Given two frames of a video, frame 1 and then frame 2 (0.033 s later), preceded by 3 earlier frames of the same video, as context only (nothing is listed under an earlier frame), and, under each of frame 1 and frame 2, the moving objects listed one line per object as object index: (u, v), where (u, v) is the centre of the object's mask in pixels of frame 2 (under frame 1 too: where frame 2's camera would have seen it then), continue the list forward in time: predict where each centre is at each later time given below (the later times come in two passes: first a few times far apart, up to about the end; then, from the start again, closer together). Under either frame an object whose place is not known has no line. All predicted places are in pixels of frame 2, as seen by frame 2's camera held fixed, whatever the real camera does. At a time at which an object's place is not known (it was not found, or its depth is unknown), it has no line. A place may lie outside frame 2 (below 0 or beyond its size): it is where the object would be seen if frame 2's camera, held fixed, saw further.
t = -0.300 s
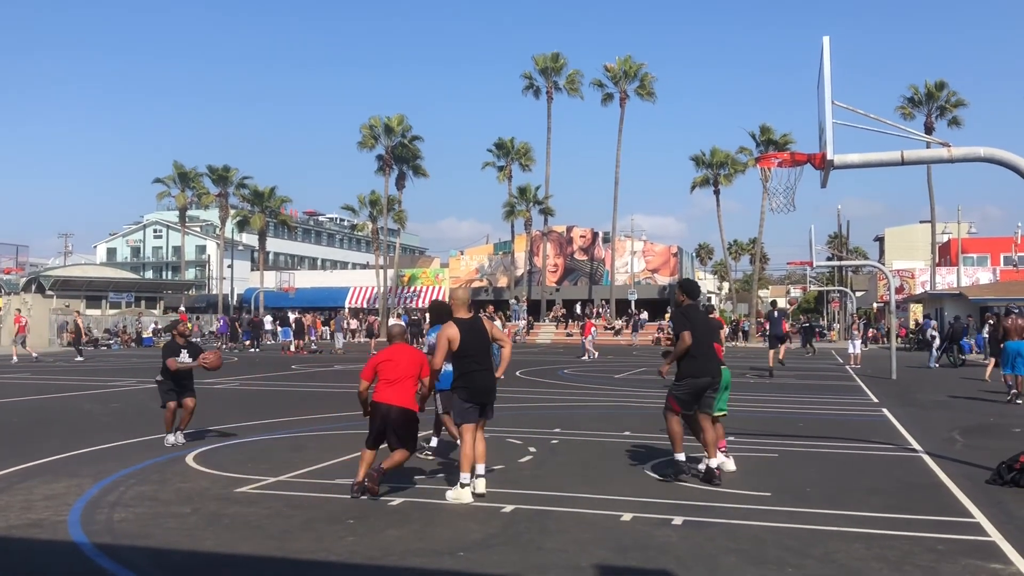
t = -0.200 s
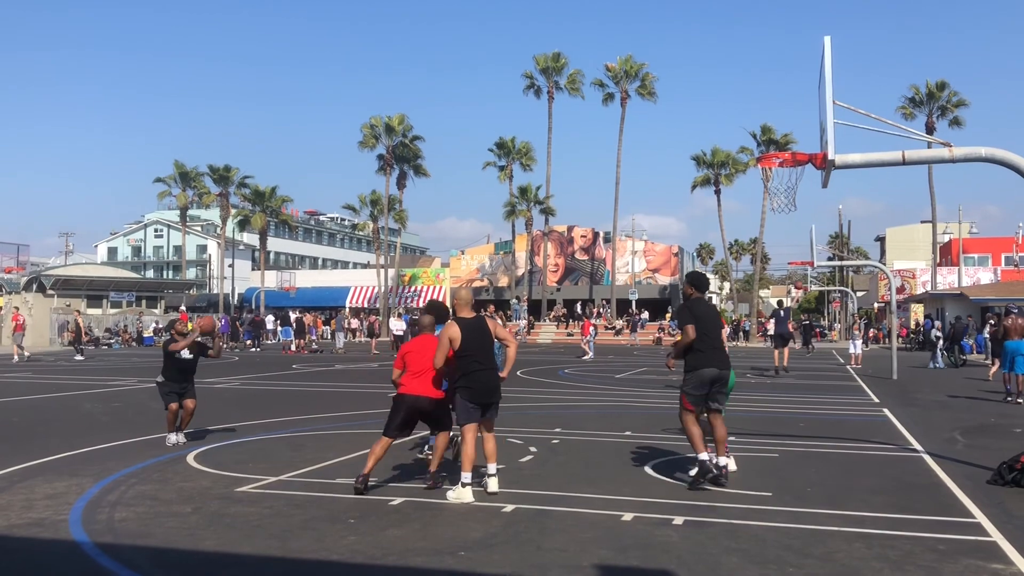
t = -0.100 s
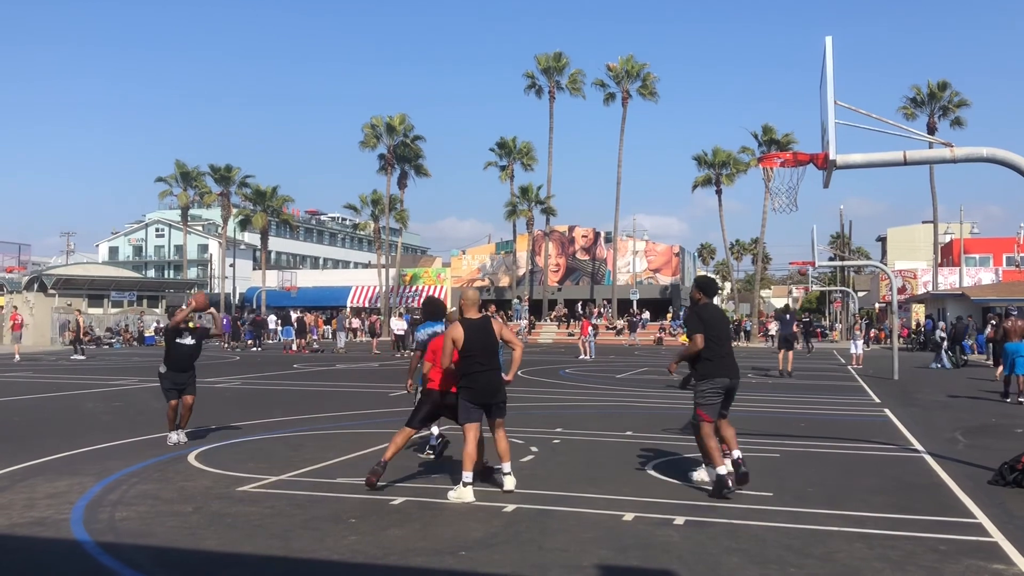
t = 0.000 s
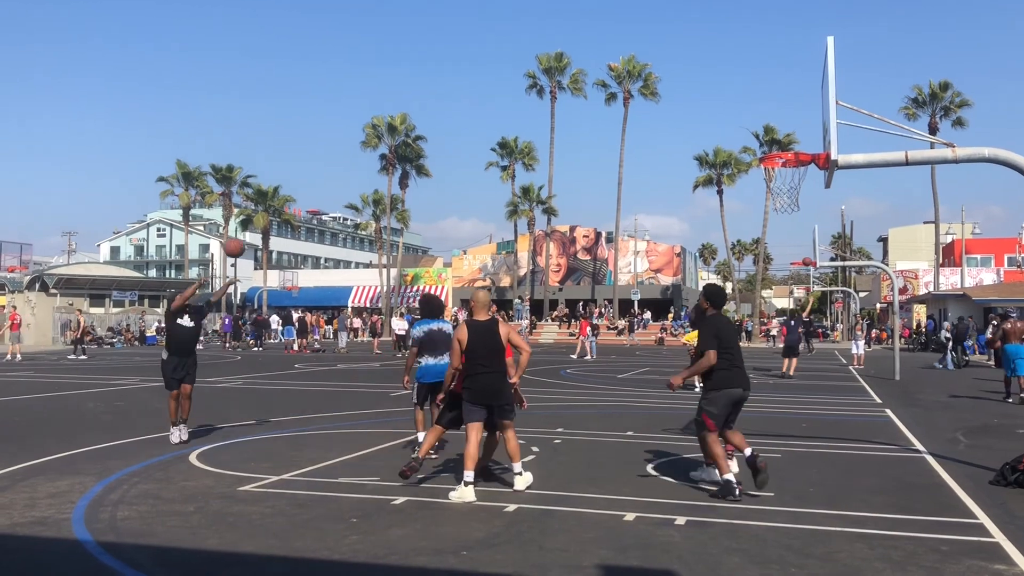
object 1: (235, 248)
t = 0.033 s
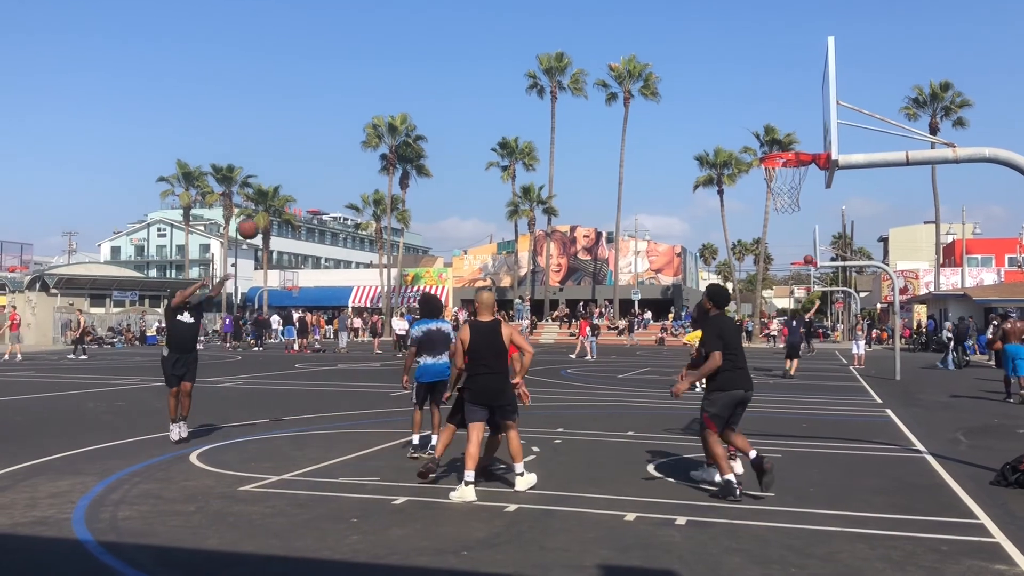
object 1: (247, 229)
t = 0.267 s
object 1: (345, 123)
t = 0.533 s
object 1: (462, 55)
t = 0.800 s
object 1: (586, 48)
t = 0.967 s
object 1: (668, 77)
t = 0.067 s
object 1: (261, 211)
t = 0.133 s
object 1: (289, 178)
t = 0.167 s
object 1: (303, 164)
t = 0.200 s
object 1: (317, 149)
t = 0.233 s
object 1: (331, 136)
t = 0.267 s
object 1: (345, 123)
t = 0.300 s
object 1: (359, 112)
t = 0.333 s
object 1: (374, 101)
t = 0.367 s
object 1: (388, 91)
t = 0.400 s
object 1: (403, 82)
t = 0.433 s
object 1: (417, 74)
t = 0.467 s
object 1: (432, 67)
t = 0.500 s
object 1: (447, 60)
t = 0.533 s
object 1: (462, 55)
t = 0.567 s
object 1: (477, 51)
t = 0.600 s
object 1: (492, 47)
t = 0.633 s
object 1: (507, 45)
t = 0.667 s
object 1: (523, 43)
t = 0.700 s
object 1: (538, 43)
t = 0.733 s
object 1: (554, 43)
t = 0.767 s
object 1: (570, 45)
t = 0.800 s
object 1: (586, 48)
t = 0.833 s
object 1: (602, 51)
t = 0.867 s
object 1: (618, 56)
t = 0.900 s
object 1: (634, 62)
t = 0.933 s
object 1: (651, 69)
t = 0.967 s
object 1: (668, 77)
